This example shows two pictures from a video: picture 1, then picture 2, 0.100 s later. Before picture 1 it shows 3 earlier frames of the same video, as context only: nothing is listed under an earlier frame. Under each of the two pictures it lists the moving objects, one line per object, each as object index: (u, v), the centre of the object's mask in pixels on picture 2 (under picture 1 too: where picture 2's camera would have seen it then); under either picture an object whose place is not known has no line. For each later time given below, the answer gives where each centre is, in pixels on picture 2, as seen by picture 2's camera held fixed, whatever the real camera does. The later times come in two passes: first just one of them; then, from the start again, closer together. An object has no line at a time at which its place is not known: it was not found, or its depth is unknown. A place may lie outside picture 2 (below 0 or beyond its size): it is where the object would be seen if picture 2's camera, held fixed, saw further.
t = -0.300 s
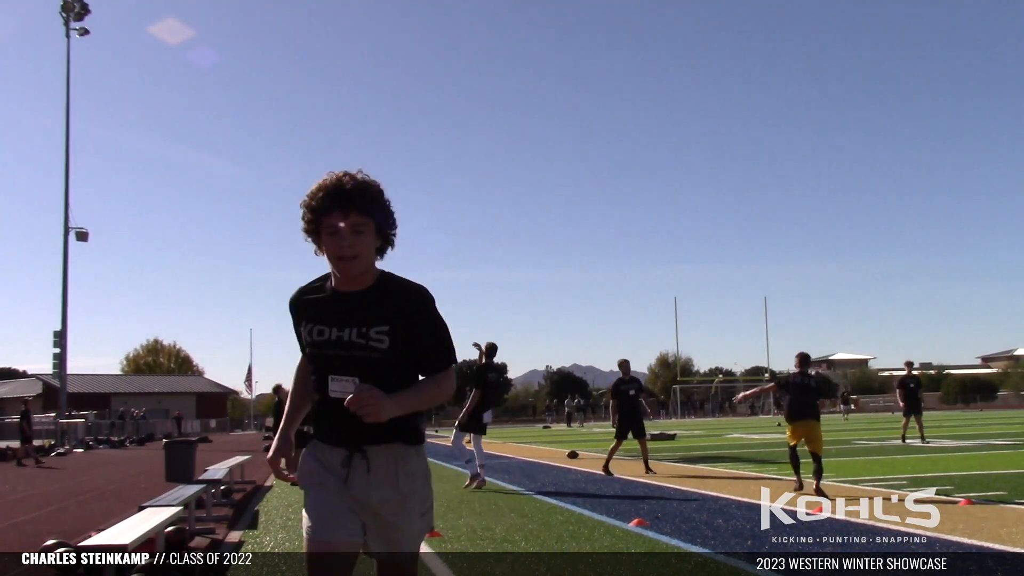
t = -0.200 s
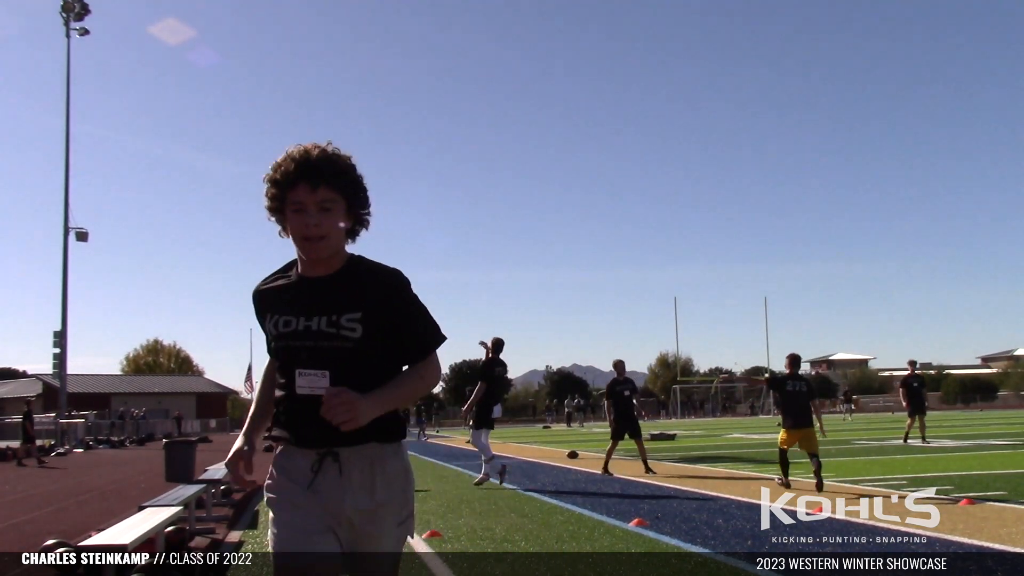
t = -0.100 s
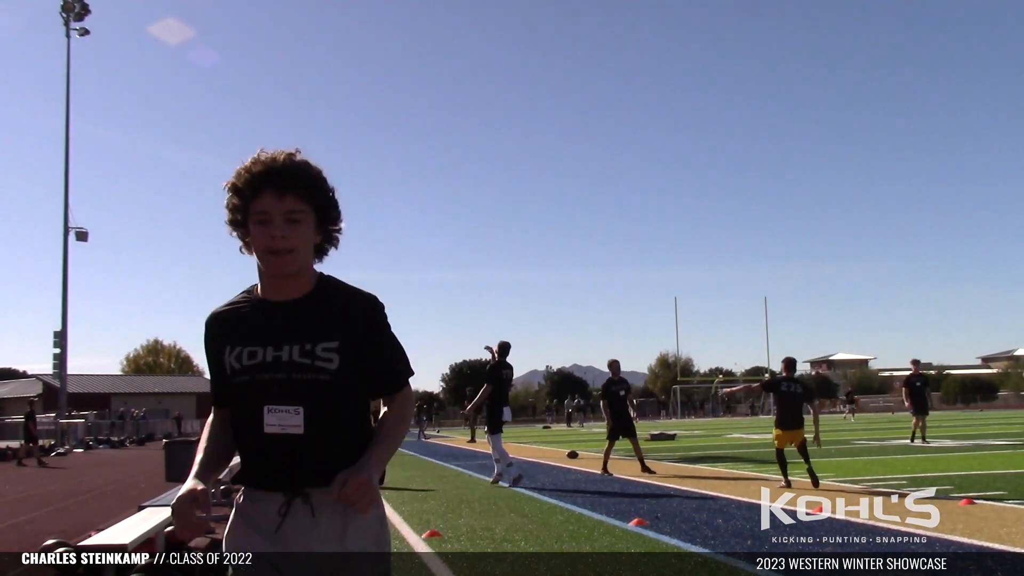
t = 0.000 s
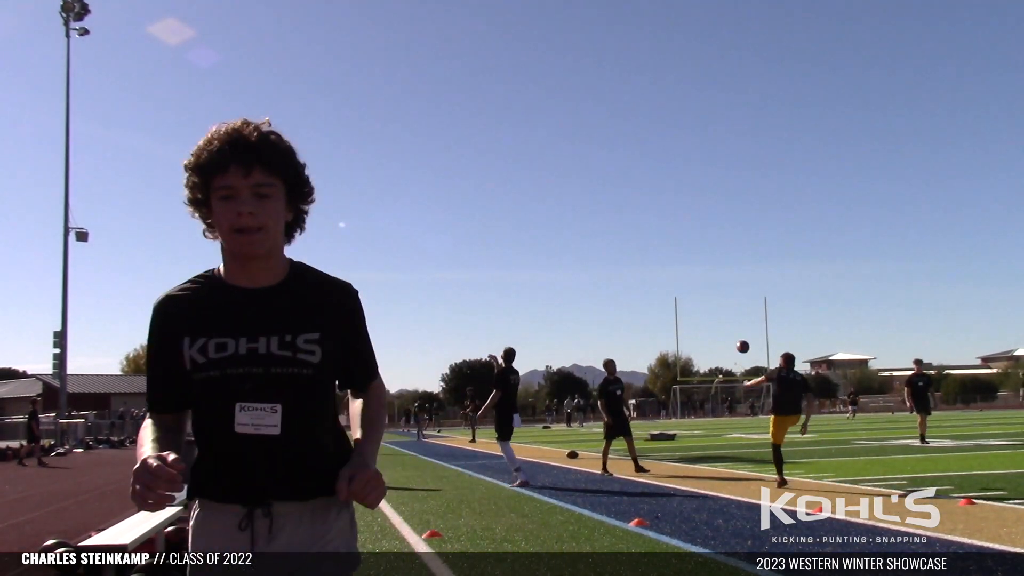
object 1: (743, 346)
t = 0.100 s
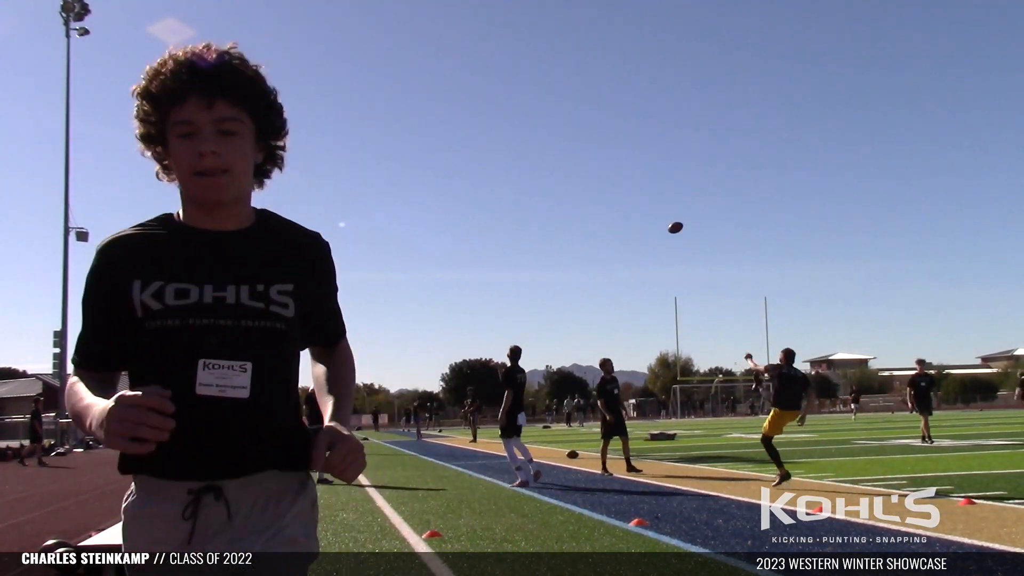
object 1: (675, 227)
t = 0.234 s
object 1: (603, 120)
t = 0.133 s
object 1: (655, 196)
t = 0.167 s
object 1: (637, 168)
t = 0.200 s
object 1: (619, 143)
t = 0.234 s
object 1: (603, 120)
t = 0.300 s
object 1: (573, 82)
